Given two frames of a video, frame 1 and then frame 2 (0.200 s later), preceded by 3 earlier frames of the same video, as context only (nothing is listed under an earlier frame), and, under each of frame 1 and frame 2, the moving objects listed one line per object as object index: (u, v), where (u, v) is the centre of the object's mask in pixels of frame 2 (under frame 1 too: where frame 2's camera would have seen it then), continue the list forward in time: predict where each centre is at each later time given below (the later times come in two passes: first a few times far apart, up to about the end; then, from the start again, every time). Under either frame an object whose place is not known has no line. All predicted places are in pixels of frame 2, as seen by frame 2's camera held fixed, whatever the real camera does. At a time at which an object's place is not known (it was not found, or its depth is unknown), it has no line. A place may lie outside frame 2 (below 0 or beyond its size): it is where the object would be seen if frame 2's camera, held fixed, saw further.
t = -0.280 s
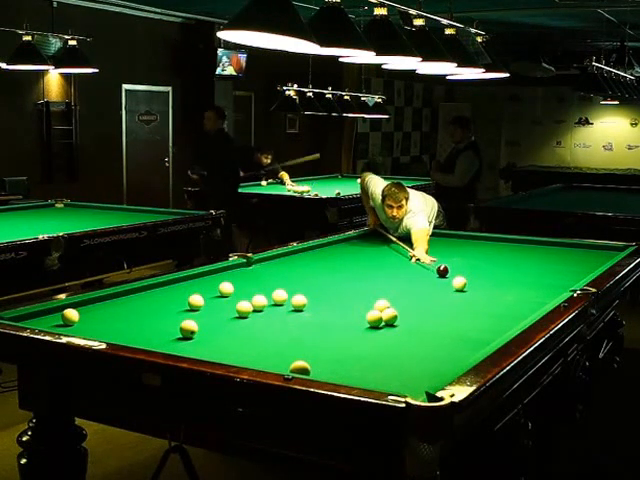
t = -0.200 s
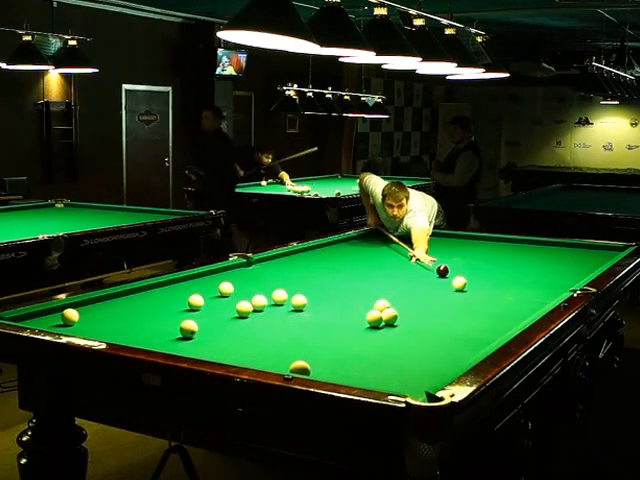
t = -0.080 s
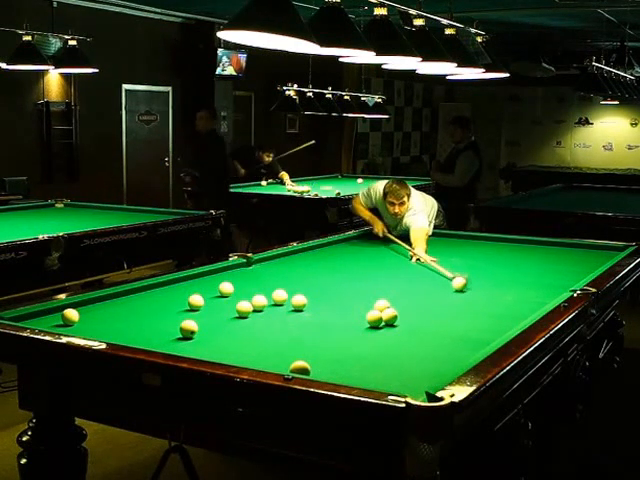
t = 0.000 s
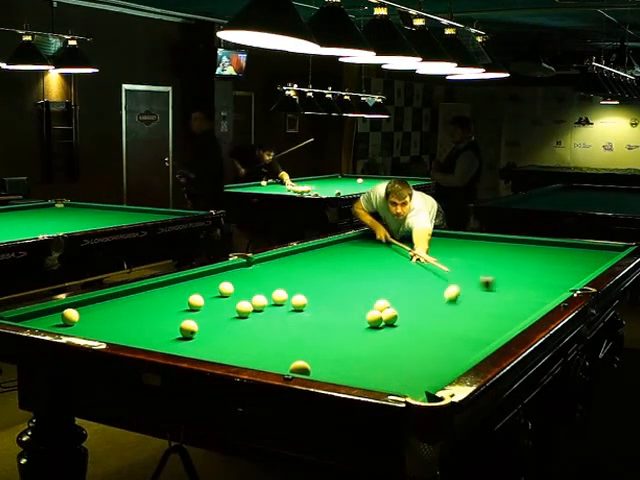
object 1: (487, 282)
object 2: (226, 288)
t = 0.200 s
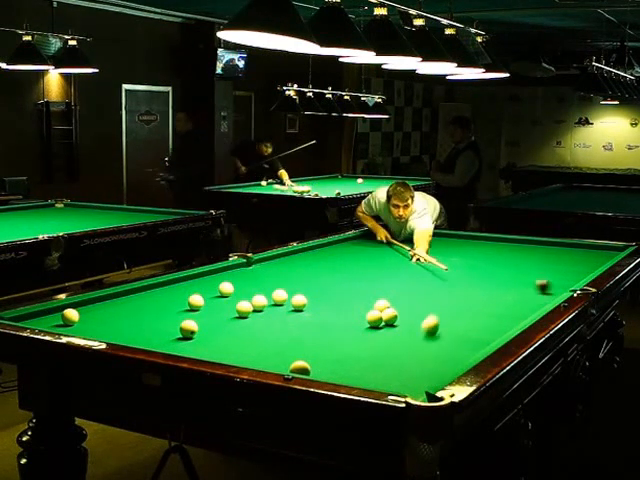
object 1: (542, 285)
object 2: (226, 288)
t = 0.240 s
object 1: (551, 285)
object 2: (226, 288)
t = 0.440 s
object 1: (559, 282)
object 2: (226, 288)
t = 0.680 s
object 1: (546, 275)
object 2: (226, 288)
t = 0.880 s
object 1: (537, 270)
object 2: (226, 288)
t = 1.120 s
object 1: (526, 263)
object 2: (226, 288)
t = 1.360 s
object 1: (517, 258)
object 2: (226, 288)
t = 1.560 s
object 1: (510, 254)
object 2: (226, 288)
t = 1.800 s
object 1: (502, 250)
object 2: (226, 288)
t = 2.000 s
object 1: (497, 247)
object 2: (226, 288)
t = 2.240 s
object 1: (490, 243)
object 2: (226, 288)
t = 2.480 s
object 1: (484, 239)
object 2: (226, 288)
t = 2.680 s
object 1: (479, 237)
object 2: (226, 288)
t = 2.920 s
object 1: (463, 237)
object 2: (226, 288)
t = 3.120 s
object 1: (450, 237)
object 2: (226, 288)
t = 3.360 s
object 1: (435, 238)
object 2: (226, 289)
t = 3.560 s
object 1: (423, 238)
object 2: (226, 288)
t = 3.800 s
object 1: (409, 238)
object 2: (226, 288)
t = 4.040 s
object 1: (395, 239)
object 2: (226, 288)
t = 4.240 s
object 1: (384, 239)
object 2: (226, 288)
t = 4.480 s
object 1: (371, 240)
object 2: (226, 288)
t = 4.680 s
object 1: (360, 240)
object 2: (226, 288)
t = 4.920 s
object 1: (348, 241)
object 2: (226, 288)
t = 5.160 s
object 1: (341, 241)
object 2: (226, 288)
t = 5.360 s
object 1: (343, 242)
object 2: (226, 288)
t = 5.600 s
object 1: (343, 243)
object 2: (226, 288)
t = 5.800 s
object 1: (344, 243)
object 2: (226, 288)
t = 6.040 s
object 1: (346, 244)
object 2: (226, 288)
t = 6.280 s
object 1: (347, 245)
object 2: (226, 288)
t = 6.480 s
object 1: (348, 245)
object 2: (226, 288)
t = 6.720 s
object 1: (348, 245)
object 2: (226, 288)
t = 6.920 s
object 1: (349, 246)
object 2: (226, 288)
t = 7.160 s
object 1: (350, 247)
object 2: (226, 288)
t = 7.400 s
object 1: (350, 247)
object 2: (226, 288)
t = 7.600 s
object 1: (350, 247)
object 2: (226, 288)
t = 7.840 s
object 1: (351, 247)
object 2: (226, 288)
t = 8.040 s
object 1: (351, 247)
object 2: (226, 288)
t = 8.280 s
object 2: (220, 289)
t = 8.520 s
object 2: (211, 288)
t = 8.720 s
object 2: (205, 289)
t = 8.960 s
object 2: (198, 288)
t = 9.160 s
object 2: (192, 288)
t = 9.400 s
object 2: (187, 289)
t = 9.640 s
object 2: (182, 289)
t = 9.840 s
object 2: (179, 289)
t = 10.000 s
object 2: (177, 289)
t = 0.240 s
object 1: (551, 285)
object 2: (226, 288)
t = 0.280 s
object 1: (560, 286)
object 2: (226, 288)
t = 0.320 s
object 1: (566, 285)
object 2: (226, 288)
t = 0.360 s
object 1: (565, 285)
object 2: (226, 288)
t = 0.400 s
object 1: (562, 284)
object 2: (226, 288)
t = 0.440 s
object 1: (559, 282)
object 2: (226, 288)
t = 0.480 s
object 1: (557, 281)
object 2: (226, 288)
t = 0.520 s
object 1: (555, 280)
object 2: (226, 288)
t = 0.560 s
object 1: (553, 279)
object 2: (226, 288)
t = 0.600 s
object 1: (551, 278)
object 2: (226, 288)
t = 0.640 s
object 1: (549, 276)
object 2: (226, 288)
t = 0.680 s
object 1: (546, 275)
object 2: (226, 288)
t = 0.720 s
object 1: (544, 274)
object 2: (226, 288)
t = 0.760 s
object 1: (543, 273)
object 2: (226, 288)
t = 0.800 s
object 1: (541, 272)
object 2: (226, 288)
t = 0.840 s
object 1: (539, 271)
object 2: (226, 288)
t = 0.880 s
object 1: (537, 270)
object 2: (226, 288)
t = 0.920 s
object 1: (535, 268)
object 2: (226, 288)
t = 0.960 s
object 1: (533, 267)
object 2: (226, 288)
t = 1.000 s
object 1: (532, 266)
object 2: (226, 288)
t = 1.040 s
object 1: (530, 266)
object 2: (226, 288)
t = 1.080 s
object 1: (528, 265)
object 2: (226, 288)
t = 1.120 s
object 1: (526, 263)
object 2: (226, 288)
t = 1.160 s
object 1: (525, 263)
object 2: (226, 288)
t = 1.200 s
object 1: (523, 262)
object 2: (226, 288)
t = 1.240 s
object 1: (522, 261)
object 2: (226, 288)
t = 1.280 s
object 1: (520, 260)
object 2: (226, 288)
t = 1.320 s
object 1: (519, 259)
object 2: (226, 288)
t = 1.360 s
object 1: (517, 258)
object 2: (226, 288)
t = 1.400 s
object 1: (516, 258)
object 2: (226, 288)
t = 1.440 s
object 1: (515, 257)
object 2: (226, 288)
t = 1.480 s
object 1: (513, 256)
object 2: (226, 288)
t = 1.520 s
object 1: (512, 255)
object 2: (226, 288)
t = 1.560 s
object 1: (510, 254)
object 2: (226, 288)
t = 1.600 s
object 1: (509, 254)
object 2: (226, 288)
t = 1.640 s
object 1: (508, 253)
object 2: (226, 288)
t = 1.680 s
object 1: (506, 252)
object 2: (226, 288)
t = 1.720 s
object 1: (505, 251)
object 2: (226, 288)
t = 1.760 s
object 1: (504, 250)
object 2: (226, 288)
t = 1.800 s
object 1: (502, 250)
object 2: (226, 288)
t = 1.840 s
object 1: (501, 249)
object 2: (226, 288)
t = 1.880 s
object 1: (500, 249)
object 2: (226, 288)
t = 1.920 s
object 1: (499, 248)
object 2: (226, 288)
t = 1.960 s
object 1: (498, 247)
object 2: (226, 288)
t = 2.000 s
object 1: (497, 247)
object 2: (226, 288)
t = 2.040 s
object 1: (496, 246)
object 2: (226, 288)
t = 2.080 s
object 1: (494, 245)
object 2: (226, 288)
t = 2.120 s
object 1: (493, 245)
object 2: (226, 288)
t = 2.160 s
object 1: (492, 244)
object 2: (226, 288)
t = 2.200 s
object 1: (491, 244)
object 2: (226, 288)
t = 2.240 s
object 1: (490, 243)
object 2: (226, 288)
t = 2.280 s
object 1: (489, 242)
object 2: (226, 288)
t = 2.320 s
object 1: (488, 242)
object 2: (226, 288)
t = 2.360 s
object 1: (486, 241)
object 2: (226, 288)
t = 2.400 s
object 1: (485, 241)
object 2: (226, 288)
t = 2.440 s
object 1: (484, 240)
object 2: (226, 288)
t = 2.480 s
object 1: (484, 239)
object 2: (226, 288)
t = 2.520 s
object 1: (483, 239)
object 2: (226, 288)
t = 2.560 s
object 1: (482, 238)
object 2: (226, 288)
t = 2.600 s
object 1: (481, 237)
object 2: (226, 288)
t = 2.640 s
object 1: (480, 237)
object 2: (226, 288)
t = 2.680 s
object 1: (479, 237)
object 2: (226, 288)
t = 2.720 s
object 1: (476, 237)
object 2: (226, 288)
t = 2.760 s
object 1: (473, 237)
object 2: (226, 288)
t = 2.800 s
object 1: (471, 236)
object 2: (226, 288)
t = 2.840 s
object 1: (468, 236)
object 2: (226, 288)
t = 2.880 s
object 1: (466, 236)
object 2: (226, 288)
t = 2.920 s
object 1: (463, 237)
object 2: (226, 288)
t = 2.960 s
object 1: (460, 237)
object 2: (226, 288)
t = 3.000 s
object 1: (458, 237)
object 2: (226, 288)
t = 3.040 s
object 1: (455, 237)
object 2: (226, 288)
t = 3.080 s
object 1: (452, 237)
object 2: (226, 288)
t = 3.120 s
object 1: (450, 237)
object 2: (226, 288)
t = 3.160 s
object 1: (447, 237)
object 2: (226, 288)
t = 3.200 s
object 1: (444, 237)
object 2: (226, 289)
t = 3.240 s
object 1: (442, 237)
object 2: (226, 289)
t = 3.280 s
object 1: (439, 238)
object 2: (226, 289)
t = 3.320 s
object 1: (437, 238)
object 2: (226, 288)
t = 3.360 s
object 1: (435, 238)
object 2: (226, 289)
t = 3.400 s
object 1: (432, 238)
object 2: (226, 288)
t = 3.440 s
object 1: (430, 238)
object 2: (226, 288)
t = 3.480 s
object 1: (427, 238)
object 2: (226, 288)
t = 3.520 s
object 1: (425, 238)
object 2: (226, 288)
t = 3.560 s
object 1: (423, 238)
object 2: (226, 288)
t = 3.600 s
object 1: (420, 238)
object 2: (226, 288)
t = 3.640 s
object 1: (418, 238)
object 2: (226, 288)
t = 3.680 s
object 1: (416, 238)
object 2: (226, 288)
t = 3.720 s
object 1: (414, 238)
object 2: (226, 288)
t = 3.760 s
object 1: (411, 238)
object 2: (226, 288)
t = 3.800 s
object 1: (409, 238)
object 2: (226, 288)
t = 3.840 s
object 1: (406, 239)
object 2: (226, 288)
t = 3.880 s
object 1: (404, 238)
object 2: (226, 288)
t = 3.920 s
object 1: (402, 239)
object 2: (226, 288)
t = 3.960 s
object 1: (399, 239)
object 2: (226, 288)
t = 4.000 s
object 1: (397, 238)
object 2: (226, 288)
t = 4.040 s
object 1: (395, 239)
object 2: (226, 288)
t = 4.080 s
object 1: (392, 239)
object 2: (226, 288)
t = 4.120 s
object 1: (390, 238)
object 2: (226, 288)
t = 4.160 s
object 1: (388, 239)
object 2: (226, 288)
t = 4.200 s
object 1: (386, 239)
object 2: (226, 288)
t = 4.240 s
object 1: (384, 239)
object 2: (226, 288)
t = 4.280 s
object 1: (382, 239)
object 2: (226, 288)
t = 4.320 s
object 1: (379, 239)
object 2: (226, 288)
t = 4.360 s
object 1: (378, 239)
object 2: (226, 288)
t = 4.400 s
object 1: (375, 240)
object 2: (226, 288)
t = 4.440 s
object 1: (373, 240)
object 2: (226, 288)
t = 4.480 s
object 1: (371, 240)
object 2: (226, 288)
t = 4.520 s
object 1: (369, 240)
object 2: (226, 288)
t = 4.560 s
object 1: (366, 240)
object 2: (226, 288)
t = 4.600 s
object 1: (364, 240)
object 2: (226, 288)
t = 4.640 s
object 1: (362, 240)
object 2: (226, 288)
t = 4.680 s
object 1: (360, 240)
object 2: (226, 288)
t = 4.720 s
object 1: (358, 240)
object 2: (226, 288)
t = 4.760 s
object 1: (356, 240)
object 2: (226, 288)
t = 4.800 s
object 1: (354, 241)
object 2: (226, 288)
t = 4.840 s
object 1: (352, 241)
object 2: (226, 288)
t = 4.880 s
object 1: (350, 240)
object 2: (226, 288)
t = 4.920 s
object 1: (348, 241)
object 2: (226, 288)
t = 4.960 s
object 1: (346, 241)
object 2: (226, 288)
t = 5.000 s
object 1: (344, 241)
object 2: (226, 288)
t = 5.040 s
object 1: (342, 241)
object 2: (226, 288)
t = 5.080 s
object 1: (341, 241)
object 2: (226, 288)
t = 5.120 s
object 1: (341, 241)
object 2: (226, 288)
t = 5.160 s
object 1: (341, 241)
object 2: (226, 288)
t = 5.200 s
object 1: (342, 241)
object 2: (226, 288)
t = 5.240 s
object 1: (342, 241)
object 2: (226, 288)
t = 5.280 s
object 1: (342, 242)
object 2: (226, 288)
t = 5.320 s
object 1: (342, 242)
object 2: (226, 288)
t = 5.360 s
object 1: (343, 242)
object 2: (226, 288)
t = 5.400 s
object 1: (343, 242)
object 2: (226, 288)
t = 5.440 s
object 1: (343, 242)
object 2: (226, 288)
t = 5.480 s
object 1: (343, 242)
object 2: (226, 288)
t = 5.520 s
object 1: (343, 242)
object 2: (226, 288)
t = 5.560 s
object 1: (343, 242)
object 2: (226, 288)
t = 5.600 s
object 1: (343, 243)
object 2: (226, 288)
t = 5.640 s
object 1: (344, 243)
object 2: (226, 288)
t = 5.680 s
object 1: (344, 243)
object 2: (226, 288)
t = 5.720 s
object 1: (344, 243)
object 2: (226, 288)
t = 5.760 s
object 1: (344, 243)
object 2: (226, 288)
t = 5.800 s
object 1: (344, 243)
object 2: (226, 288)
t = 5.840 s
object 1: (345, 243)
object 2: (226, 288)
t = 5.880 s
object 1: (345, 243)
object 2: (226, 288)
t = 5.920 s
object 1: (345, 243)
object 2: (226, 288)
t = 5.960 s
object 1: (345, 244)
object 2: (226, 288)
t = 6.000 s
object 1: (346, 244)
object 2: (226, 288)
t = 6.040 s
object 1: (346, 244)
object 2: (226, 288)
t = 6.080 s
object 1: (346, 244)
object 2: (226, 288)
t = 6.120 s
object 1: (346, 244)
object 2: (226, 288)
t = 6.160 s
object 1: (346, 244)
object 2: (226, 288)
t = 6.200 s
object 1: (346, 244)
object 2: (226, 288)
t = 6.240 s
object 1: (347, 245)
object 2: (226, 288)
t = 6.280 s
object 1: (347, 245)
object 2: (226, 288)
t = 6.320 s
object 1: (347, 245)
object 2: (226, 288)
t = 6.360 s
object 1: (347, 245)
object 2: (226, 288)
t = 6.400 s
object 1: (347, 245)
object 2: (226, 288)
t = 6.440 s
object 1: (347, 245)
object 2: (226, 288)
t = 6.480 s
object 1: (348, 245)
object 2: (226, 288)
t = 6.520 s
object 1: (348, 245)
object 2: (226, 288)
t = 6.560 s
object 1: (348, 245)
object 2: (226, 288)
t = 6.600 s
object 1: (348, 245)
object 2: (226, 288)
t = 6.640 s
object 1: (348, 245)
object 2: (226, 288)
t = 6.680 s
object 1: (348, 245)
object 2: (226, 288)
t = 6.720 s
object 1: (348, 245)
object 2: (226, 288)
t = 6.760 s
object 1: (348, 245)
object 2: (226, 288)
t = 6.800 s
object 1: (348, 245)
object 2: (226, 288)
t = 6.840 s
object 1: (348, 246)
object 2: (226, 288)
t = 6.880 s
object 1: (349, 246)
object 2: (226, 288)
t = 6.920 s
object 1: (349, 246)
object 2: (226, 288)
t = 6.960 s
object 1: (349, 246)
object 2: (226, 288)
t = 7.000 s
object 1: (349, 246)
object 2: (226, 288)
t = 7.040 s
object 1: (349, 246)
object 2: (226, 288)
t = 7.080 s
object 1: (349, 246)
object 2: (226, 288)
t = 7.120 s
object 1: (350, 246)
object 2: (226, 288)
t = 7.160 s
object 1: (350, 247)
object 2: (226, 288)
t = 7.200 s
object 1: (350, 247)
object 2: (226, 288)
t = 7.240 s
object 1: (350, 247)
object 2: (226, 288)
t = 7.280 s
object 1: (350, 247)
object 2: (226, 288)
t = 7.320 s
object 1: (350, 247)
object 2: (226, 288)
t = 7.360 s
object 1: (350, 247)
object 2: (226, 288)
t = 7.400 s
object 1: (350, 247)
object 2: (226, 288)
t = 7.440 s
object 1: (350, 247)
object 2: (226, 288)
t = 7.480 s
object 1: (350, 247)
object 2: (226, 288)
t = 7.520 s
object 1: (350, 247)
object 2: (226, 288)
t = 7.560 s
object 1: (350, 247)
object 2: (226, 288)
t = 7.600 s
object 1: (350, 247)
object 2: (226, 288)
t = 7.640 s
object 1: (350, 247)
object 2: (226, 288)
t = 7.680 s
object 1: (350, 247)
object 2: (226, 288)
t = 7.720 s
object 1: (351, 247)
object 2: (226, 288)
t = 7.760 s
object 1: (351, 247)
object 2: (226, 288)
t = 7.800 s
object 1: (351, 247)
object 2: (226, 288)
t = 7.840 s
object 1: (351, 247)
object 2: (226, 288)
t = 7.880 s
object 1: (351, 247)
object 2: (226, 288)
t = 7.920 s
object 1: (351, 247)
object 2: (226, 288)
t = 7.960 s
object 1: (351, 247)
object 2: (226, 288)
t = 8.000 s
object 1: (351, 247)
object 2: (226, 288)
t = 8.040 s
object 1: (351, 247)
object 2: (226, 288)
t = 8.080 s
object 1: (351, 247)
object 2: (226, 288)
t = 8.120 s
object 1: (351, 247)
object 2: (225, 288)
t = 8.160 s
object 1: (351, 247)
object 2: (225, 288)
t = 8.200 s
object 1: (351, 247)
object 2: (223, 288)
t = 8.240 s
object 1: (351, 247)
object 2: (222, 289)
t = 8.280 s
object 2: (220, 289)
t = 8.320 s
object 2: (219, 289)
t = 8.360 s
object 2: (217, 288)
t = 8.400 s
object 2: (216, 289)
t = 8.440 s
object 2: (215, 289)
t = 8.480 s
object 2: (213, 288)
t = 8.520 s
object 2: (211, 288)
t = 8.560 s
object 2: (210, 289)
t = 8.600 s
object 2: (209, 289)
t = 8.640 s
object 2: (207, 289)
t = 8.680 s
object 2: (206, 289)
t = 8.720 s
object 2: (205, 289)
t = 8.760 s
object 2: (204, 289)
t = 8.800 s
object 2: (203, 288)
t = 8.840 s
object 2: (202, 288)
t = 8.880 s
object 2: (200, 288)
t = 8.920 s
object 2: (199, 288)
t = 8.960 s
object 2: (198, 288)
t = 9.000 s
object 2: (197, 288)
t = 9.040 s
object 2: (196, 288)
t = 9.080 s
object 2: (195, 288)
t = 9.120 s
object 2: (194, 288)
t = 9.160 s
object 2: (192, 288)
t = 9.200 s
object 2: (192, 289)
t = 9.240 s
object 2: (191, 289)
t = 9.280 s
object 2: (190, 288)
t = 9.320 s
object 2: (189, 289)
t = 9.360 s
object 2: (188, 288)
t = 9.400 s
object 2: (187, 289)
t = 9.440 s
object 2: (186, 289)
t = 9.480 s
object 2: (185, 289)
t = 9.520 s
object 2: (184, 289)
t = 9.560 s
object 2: (184, 289)
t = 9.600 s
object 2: (183, 289)
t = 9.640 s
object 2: (182, 289)
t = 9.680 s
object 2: (181, 289)
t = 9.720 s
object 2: (180, 289)
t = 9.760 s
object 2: (180, 289)
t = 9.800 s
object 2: (180, 289)
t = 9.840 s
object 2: (179, 289)
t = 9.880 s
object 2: (178, 289)
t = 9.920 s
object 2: (178, 289)
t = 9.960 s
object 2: (177, 289)
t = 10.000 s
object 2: (177, 289)
